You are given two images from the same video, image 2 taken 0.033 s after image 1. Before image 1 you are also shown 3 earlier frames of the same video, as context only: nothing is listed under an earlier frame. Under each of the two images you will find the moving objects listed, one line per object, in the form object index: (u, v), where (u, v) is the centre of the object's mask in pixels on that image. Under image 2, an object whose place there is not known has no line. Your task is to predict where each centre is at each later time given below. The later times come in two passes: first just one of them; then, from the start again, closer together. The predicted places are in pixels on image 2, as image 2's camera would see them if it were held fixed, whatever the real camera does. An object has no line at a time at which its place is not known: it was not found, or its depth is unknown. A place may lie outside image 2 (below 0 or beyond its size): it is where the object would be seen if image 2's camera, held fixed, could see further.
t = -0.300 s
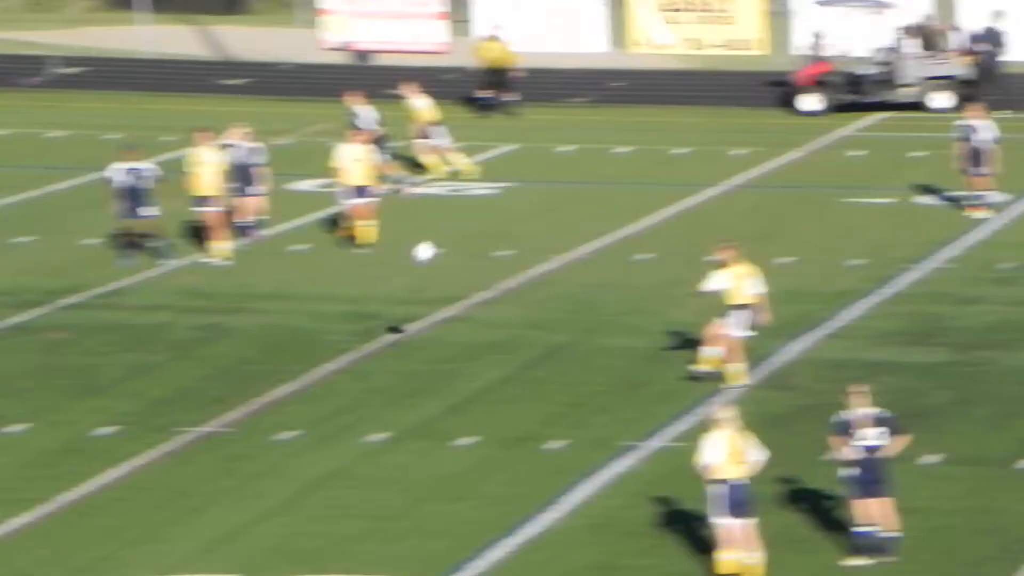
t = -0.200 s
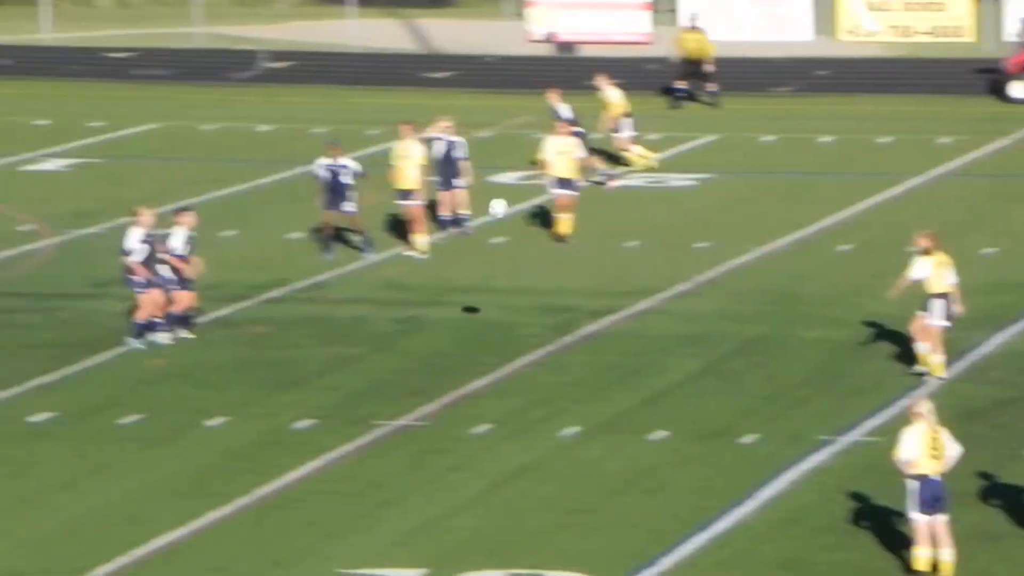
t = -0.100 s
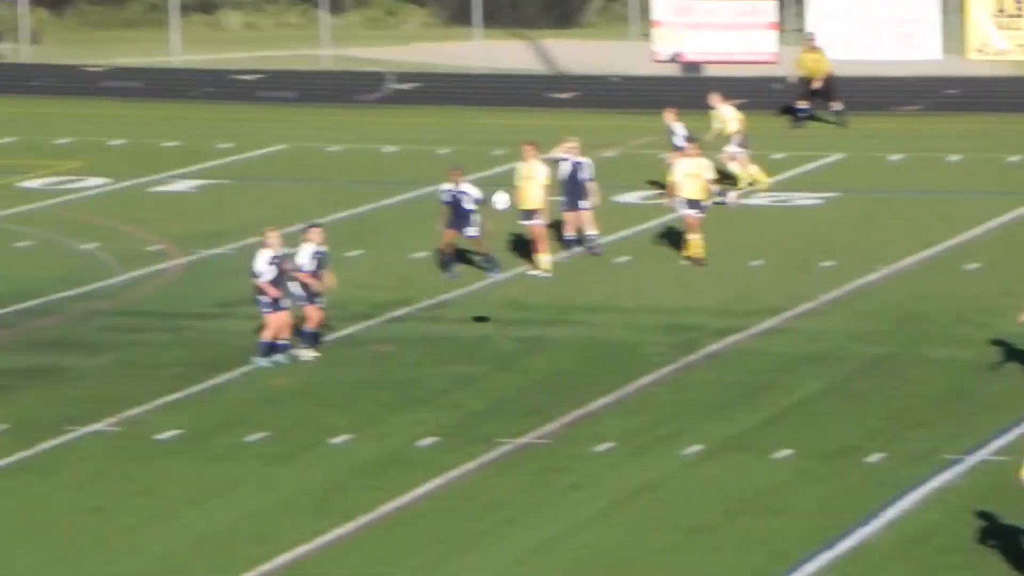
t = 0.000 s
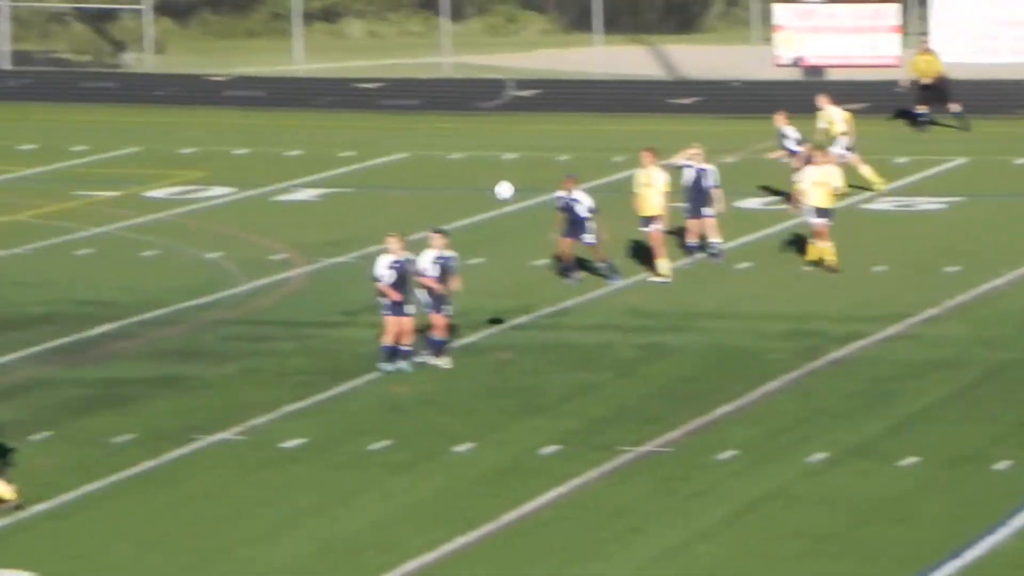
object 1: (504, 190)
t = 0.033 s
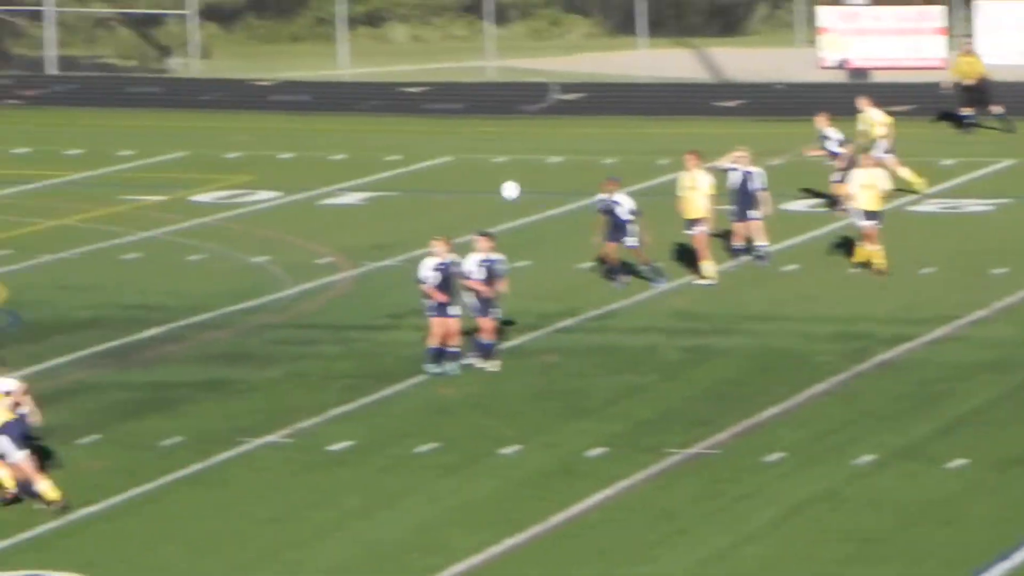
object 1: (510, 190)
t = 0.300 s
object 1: (215, 201)
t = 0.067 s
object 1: (473, 188)
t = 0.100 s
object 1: (435, 187)
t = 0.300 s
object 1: (215, 201)
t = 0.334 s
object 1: (179, 206)
